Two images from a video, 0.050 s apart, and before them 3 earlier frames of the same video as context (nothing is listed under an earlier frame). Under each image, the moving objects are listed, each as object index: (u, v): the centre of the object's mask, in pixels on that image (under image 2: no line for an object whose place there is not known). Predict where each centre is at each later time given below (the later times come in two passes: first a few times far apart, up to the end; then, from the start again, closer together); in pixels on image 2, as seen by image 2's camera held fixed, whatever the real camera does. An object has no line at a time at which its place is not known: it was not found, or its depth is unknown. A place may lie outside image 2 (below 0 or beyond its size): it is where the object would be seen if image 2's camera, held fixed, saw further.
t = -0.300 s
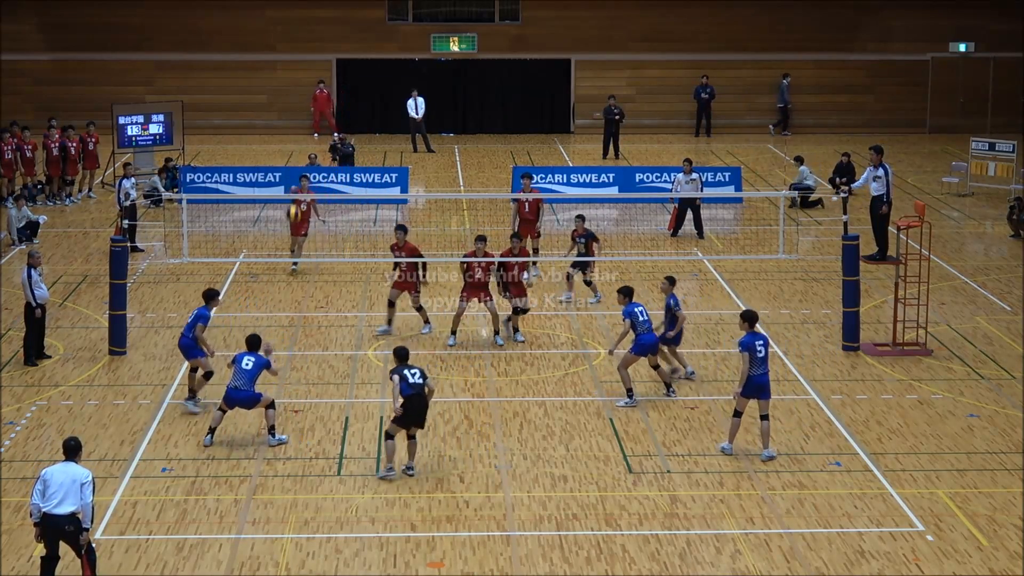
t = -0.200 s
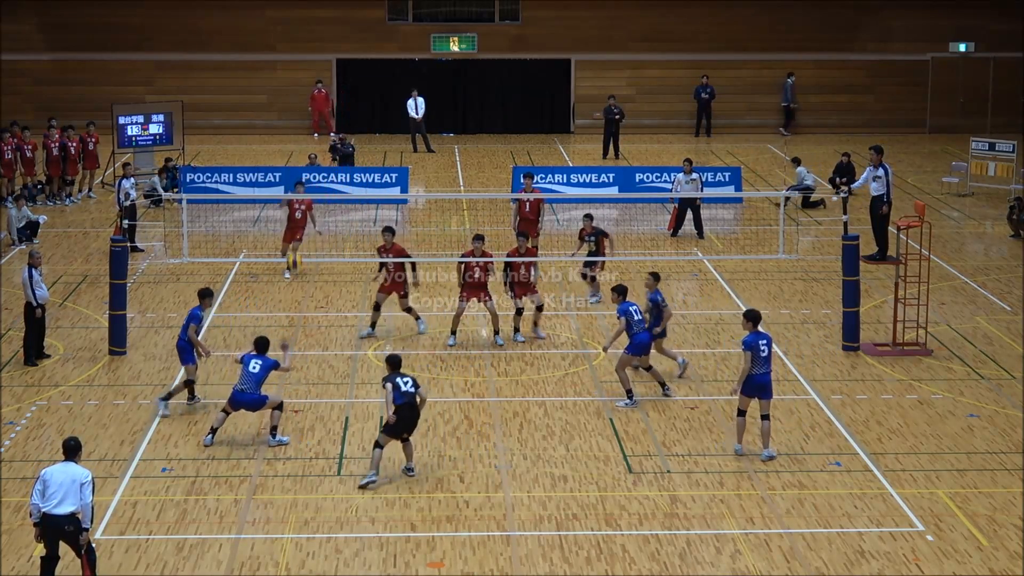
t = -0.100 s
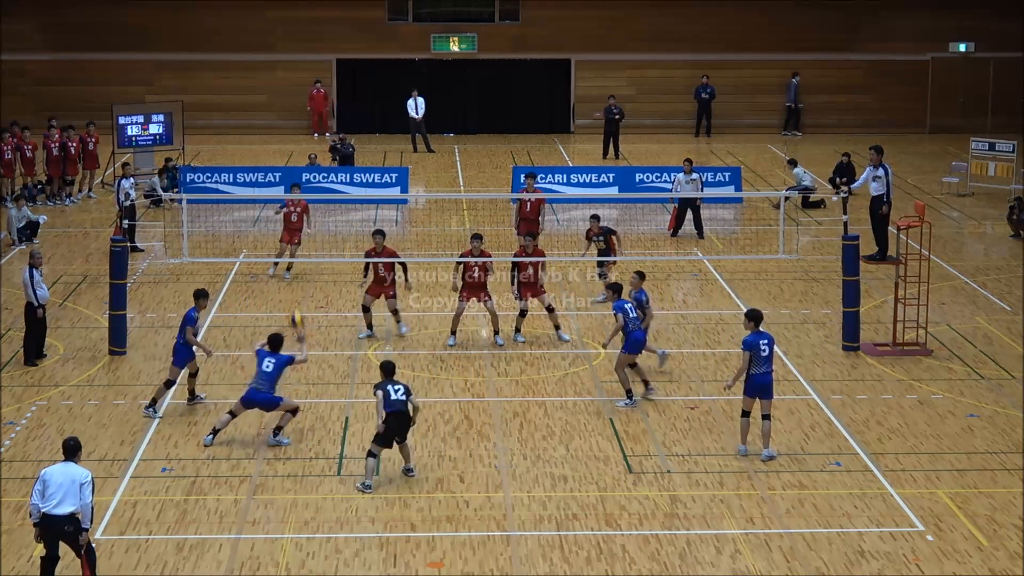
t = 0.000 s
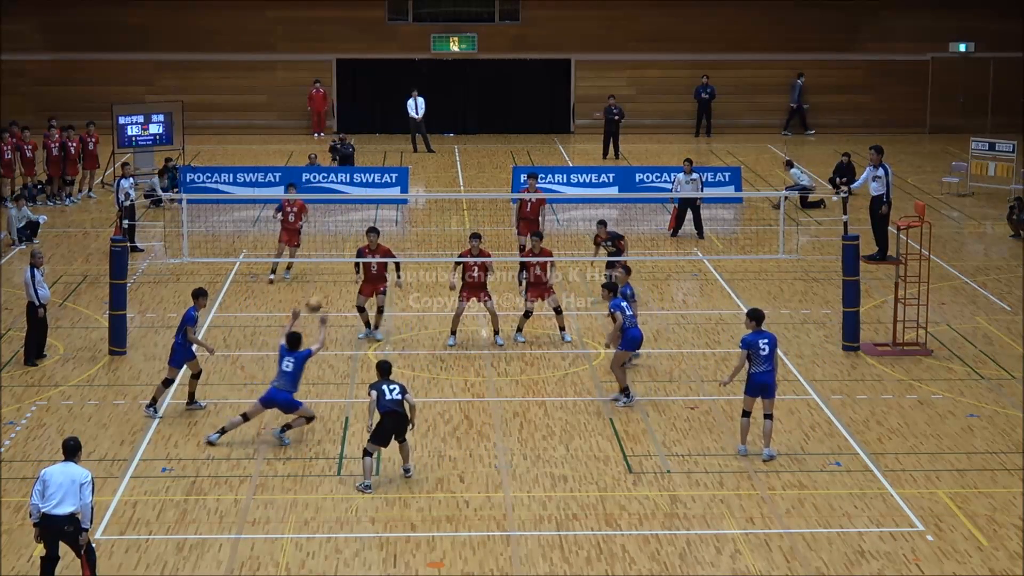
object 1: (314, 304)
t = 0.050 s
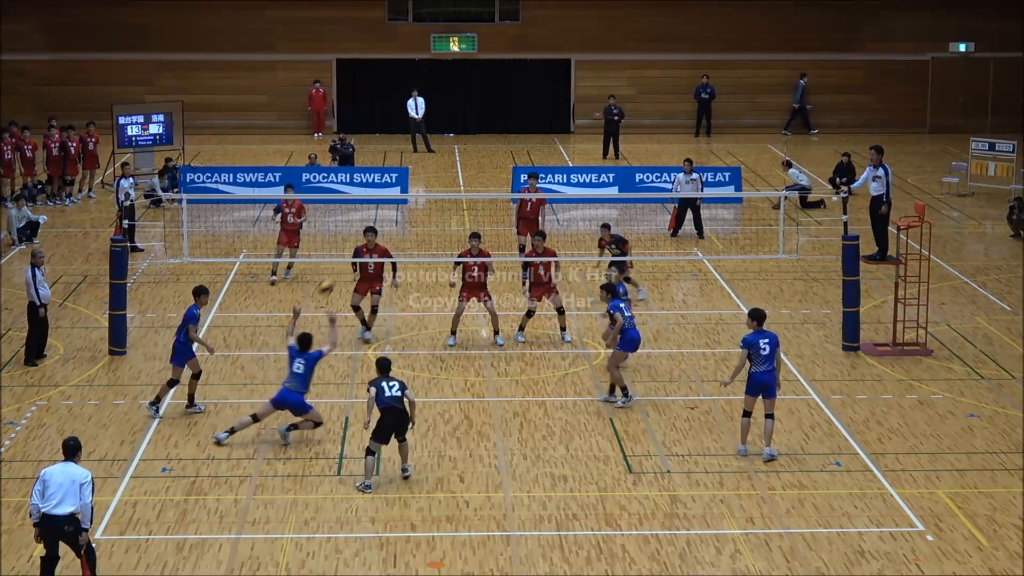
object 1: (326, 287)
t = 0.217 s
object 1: (363, 242)
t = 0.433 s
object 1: (409, 214)
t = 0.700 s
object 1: (459, 228)
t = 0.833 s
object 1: (480, 251)
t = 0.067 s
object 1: (330, 281)
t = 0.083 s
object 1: (334, 276)
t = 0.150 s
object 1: (349, 257)
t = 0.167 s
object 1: (354, 252)
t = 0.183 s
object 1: (356, 249)
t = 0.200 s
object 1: (360, 246)
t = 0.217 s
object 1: (363, 242)
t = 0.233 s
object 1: (368, 238)
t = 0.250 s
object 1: (372, 235)
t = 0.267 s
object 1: (375, 232)
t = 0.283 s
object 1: (379, 229)
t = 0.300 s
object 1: (382, 228)
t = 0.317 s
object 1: (385, 226)
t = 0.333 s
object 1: (389, 223)
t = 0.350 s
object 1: (393, 221)
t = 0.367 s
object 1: (396, 219)
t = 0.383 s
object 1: (400, 218)
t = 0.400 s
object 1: (403, 217)
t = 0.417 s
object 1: (406, 215)
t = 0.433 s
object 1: (409, 214)
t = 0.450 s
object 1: (412, 214)
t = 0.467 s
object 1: (416, 214)
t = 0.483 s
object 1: (418, 214)
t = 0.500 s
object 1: (422, 214)
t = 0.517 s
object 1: (425, 214)
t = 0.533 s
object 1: (428, 214)
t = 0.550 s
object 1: (431, 215)
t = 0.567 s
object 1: (435, 215)
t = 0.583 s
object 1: (437, 216)
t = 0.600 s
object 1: (441, 217)
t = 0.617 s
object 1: (444, 218)
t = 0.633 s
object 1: (448, 220)
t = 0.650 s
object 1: (450, 222)
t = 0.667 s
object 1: (453, 224)
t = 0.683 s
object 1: (456, 226)
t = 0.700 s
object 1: (459, 228)
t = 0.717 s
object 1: (461, 230)
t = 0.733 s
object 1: (464, 233)
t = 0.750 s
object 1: (468, 235)
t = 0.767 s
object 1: (470, 238)
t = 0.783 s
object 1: (472, 241)
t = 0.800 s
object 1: (475, 245)
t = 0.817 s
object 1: (478, 248)
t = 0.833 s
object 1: (480, 251)
